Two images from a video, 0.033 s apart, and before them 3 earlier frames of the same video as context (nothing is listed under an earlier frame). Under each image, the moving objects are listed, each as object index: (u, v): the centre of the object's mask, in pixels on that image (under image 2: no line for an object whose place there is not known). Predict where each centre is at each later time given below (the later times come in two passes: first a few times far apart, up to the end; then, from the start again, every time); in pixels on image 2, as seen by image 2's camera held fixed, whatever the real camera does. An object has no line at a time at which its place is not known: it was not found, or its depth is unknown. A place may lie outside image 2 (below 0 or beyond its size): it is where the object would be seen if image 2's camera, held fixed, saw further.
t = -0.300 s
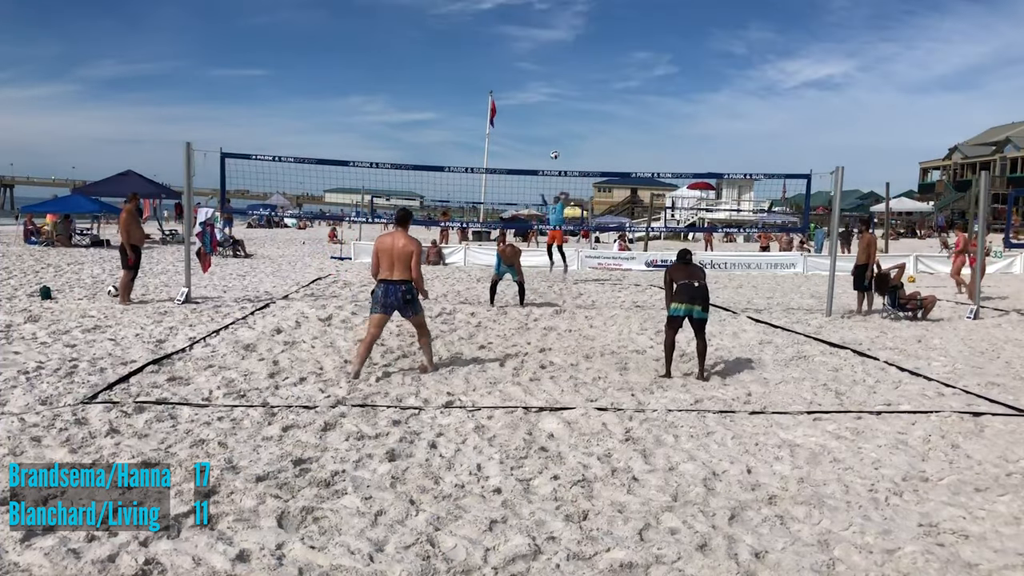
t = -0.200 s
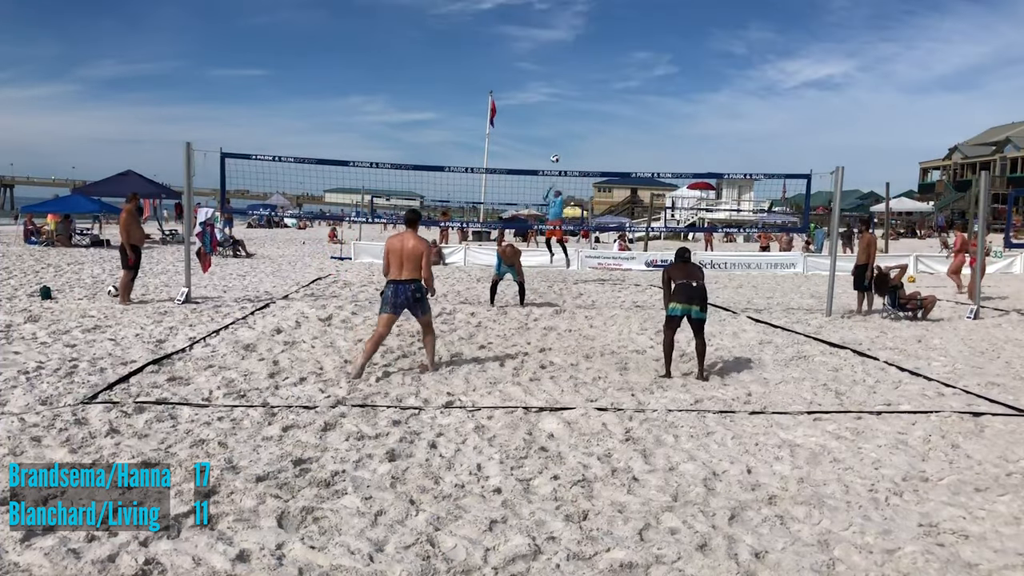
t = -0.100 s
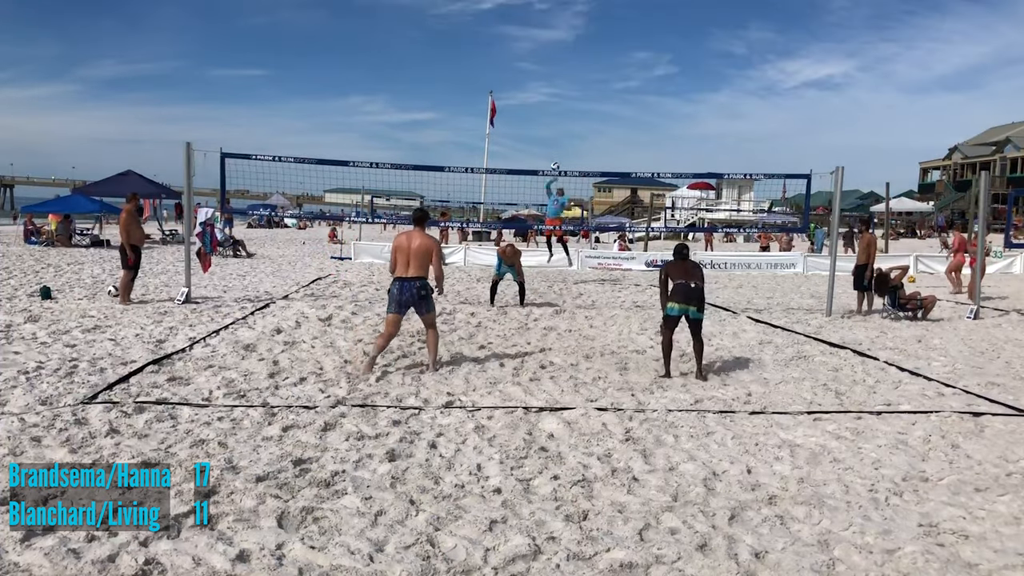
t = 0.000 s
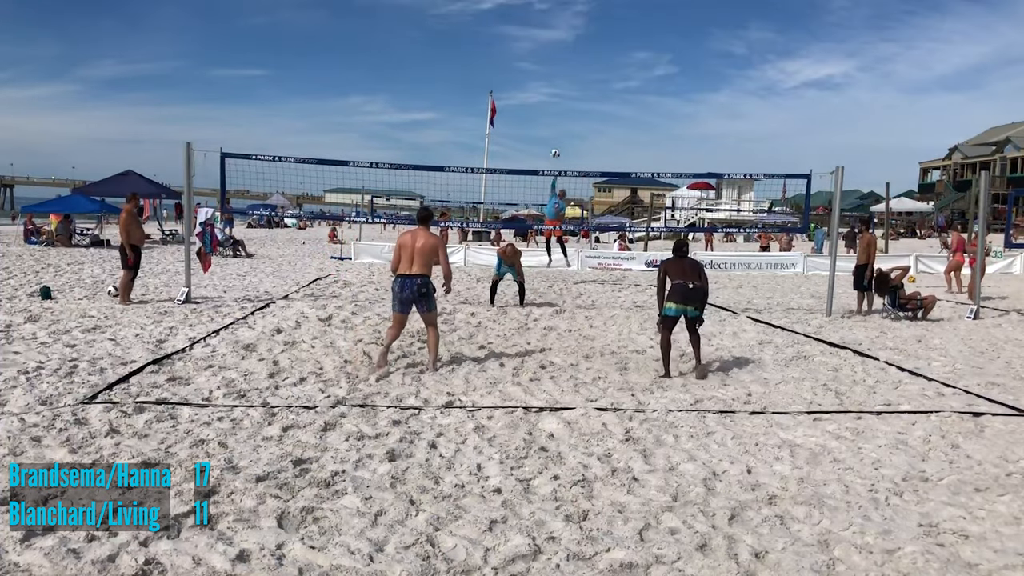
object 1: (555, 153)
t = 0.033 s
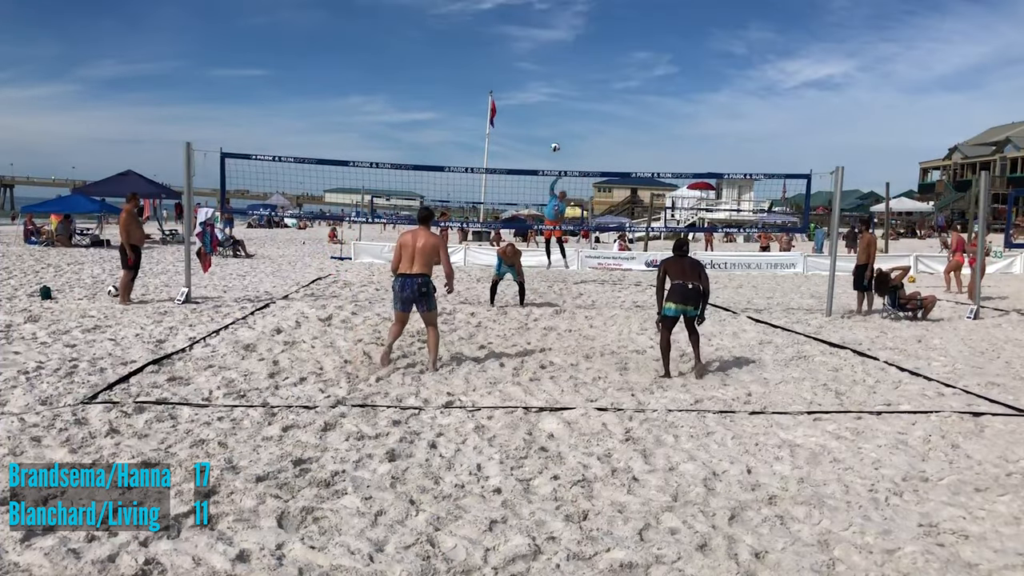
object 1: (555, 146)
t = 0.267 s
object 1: (555, 109)
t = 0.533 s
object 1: (553, 90)
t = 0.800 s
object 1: (541, 110)
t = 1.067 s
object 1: (530, 190)
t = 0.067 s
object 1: (555, 140)
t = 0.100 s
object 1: (555, 134)
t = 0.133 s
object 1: (554, 129)
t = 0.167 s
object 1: (554, 123)
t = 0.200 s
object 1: (554, 117)
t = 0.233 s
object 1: (554, 112)
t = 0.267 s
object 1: (555, 109)
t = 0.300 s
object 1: (555, 105)
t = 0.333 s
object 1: (555, 100)
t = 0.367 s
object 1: (555, 98)
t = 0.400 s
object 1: (554, 91)
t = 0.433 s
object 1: (554, 91)
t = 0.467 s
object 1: (554, 91)
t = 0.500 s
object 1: (553, 91)
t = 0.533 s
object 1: (553, 90)
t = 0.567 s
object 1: (552, 90)
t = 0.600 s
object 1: (550, 91)
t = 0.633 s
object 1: (549, 93)
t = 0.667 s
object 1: (547, 94)
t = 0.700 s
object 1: (546, 96)
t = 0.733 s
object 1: (544, 100)
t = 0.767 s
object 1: (543, 104)
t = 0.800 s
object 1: (541, 110)
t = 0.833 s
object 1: (540, 116)
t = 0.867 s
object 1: (539, 123)
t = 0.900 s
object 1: (537, 132)
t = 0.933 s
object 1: (536, 140)
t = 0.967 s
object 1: (534, 151)
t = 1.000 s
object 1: (533, 162)
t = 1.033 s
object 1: (532, 176)
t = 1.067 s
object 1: (530, 190)
